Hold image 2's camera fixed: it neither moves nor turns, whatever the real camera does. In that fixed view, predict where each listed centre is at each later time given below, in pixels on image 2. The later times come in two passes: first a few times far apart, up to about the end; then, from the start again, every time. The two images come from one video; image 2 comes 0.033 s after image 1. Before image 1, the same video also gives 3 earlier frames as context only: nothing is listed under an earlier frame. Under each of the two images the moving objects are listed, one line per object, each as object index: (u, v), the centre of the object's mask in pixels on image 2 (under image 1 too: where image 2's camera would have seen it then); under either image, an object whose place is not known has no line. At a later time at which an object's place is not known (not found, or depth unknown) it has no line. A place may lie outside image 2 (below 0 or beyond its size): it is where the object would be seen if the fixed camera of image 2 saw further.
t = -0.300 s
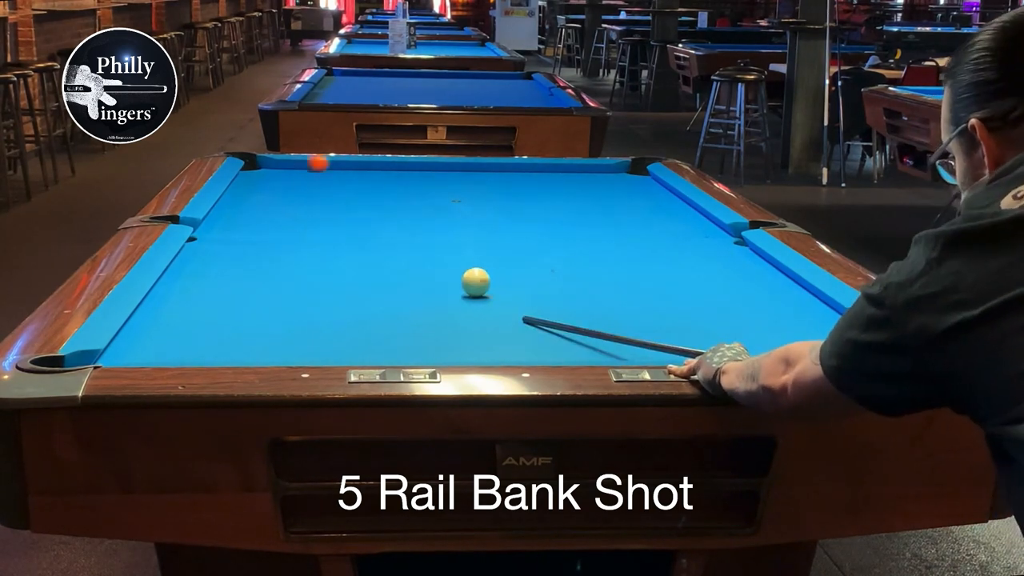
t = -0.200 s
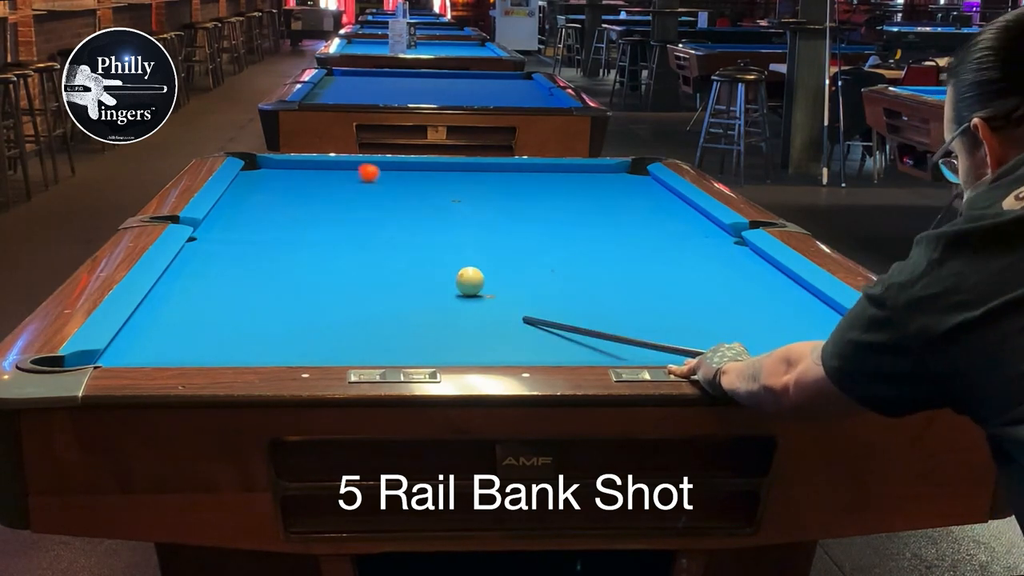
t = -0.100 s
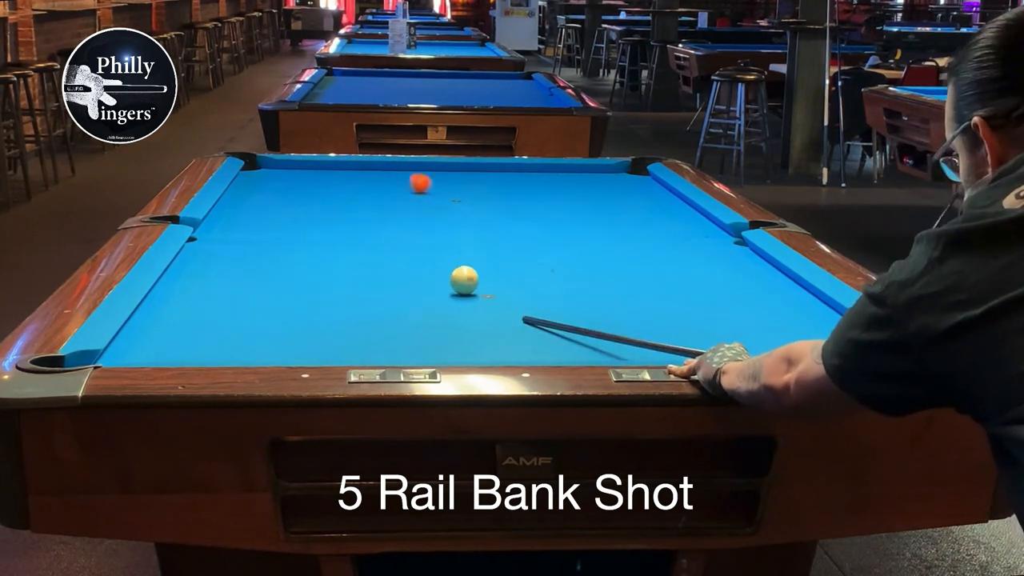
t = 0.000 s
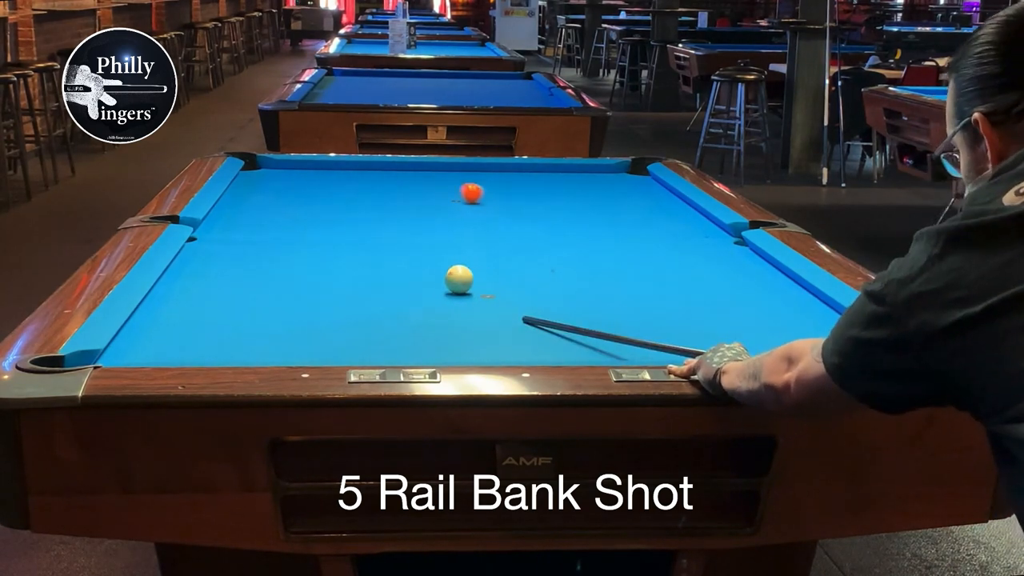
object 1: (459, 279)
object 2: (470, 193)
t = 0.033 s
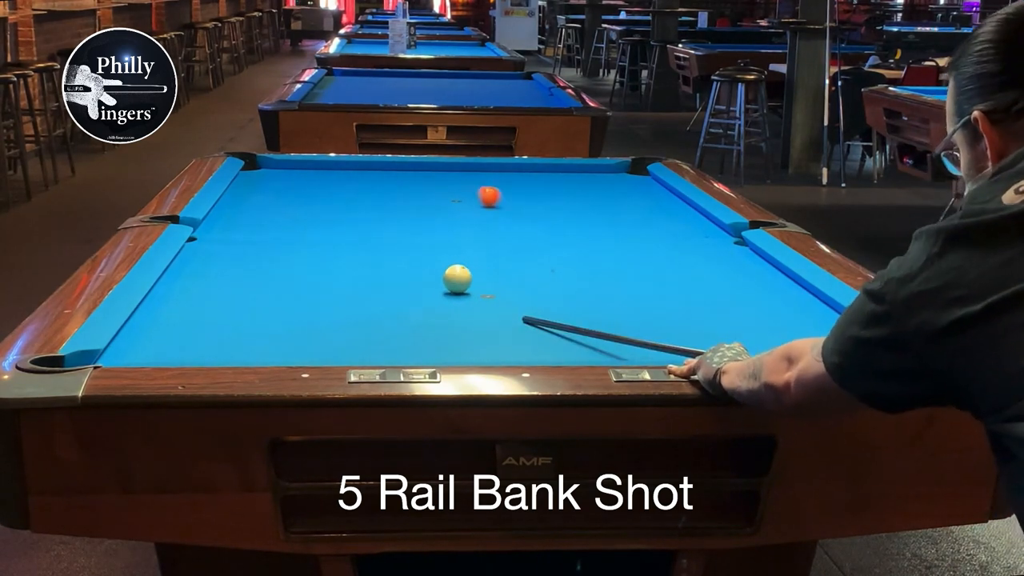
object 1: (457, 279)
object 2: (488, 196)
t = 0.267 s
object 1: (447, 277)
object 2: (625, 223)
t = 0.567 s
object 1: (437, 275)
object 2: (715, 263)
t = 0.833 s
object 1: (431, 274)
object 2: (671, 304)
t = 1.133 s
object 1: (428, 273)
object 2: (598, 353)
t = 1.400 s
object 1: (426, 272)
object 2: (443, 328)
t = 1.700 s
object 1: (426, 272)
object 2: (299, 301)
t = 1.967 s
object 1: (426, 272)
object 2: (189, 281)
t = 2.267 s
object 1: (426, 272)
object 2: (244, 261)
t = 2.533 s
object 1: (426, 272)
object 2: (303, 246)
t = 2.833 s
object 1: (426, 272)
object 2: (361, 232)
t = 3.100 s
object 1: (426, 272)
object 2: (406, 221)
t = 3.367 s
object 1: (426, 272)
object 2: (445, 212)
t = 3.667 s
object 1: (426, 272)
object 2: (484, 202)
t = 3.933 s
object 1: (426, 272)
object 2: (515, 195)
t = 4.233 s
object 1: (426, 272)
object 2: (546, 187)
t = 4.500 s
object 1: (426, 272)
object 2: (571, 182)
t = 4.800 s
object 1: (426, 272)
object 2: (596, 176)
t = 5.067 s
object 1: (426, 272)
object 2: (616, 171)
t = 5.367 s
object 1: (426, 272)
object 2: (636, 166)
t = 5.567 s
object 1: (426, 272)
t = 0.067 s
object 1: (456, 278)
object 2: (506, 200)
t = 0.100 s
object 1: (454, 278)
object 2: (525, 204)
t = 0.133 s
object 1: (453, 278)
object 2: (543, 207)
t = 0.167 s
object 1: (451, 277)
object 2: (563, 211)
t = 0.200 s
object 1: (450, 277)
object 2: (583, 215)
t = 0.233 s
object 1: (448, 277)
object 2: (605, 219)
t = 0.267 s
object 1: (447, 277)
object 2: (625, 223)
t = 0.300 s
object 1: (446, 276)
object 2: (648, 227)
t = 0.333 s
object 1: (445, 276)
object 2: (670, 232)
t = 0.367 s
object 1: (443, 276)
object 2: (693, 236)
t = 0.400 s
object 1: (442, 276)
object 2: (717, 241)
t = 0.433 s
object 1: (441, 276)
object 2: (742, 246)
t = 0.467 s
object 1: (440, 275)
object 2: (736, 250)
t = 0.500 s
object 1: (439, 275)
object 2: (728, 254)
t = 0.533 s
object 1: (438, 275)
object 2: (721, 259)
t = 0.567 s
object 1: (437, 275)
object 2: (715, 263)
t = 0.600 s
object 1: (436, 275)
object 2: (710, 268)
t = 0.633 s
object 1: (436, 274)
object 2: (705, 272)
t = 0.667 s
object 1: (435, 274)
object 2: (700, 277)
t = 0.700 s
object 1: (434, 274)
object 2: (694, 282)
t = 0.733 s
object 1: (433, 274)
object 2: (689, 287)
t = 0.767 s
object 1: (433, 274)
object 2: (683, 293)
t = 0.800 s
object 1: (432, 274)
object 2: (677, 298)
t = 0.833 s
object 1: (431, 274)
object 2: (671, 304)
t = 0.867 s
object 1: (431, 273)
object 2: (664, 310)
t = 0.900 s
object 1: (430, 273)
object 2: (658, 316)
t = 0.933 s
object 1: (430, 273)
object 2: (650, 322)
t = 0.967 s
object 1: (429, 273)
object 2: (643, 329)
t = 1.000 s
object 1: (429, 273)
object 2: (636, 336)
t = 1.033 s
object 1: (429, 273)
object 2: (628, 343)
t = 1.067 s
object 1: (428, 273)
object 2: (620, 347)
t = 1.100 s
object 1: (428, 273)
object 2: (611, 351)
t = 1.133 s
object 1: (428, 273)
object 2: (598, 353)
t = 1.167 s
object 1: (427, 273)
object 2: (575, 350)
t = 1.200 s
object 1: (427, 273)
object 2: (554, 347)
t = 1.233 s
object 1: (427, 272)
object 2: (534, 344)
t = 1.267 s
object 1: (427, 273)
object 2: (515, 342)
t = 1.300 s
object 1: (426, 272)
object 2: (496, 338)
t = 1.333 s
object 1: (426, 272)
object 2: (478, 335)
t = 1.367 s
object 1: (426, 272)
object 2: (460, 331)
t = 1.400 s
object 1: (426, 272)
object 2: (443, 328)
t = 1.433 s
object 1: (426, 272)
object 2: (426, 324)
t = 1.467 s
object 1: (425, 272)
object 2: (409, 322)
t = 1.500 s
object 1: (426, 272)
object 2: (392, 319)
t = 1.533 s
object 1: (426, 272)
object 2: (376, 316)
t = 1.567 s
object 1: (425, 272)
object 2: (360, 312)
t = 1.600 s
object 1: (425, 272)
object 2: (345, 309)
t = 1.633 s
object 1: (426, 272)
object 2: (329, 307)
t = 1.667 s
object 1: (426, 272)
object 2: (314, 304)
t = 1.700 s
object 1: (426, 272)
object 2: (299, 301)
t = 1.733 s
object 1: (426, 272)
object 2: (285, 298)
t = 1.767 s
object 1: (426, 272)
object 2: (270, 296)
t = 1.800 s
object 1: (426, 272)
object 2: (256, 293)
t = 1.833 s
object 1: (426, 272)
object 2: (242, 290)
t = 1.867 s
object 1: (426, 272)
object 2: (229, 288)
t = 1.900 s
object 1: (426, 272)
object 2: (215, 286)
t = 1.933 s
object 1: (426, 272)
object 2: (202, 283)
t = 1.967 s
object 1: (426, 272)
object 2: (189, 281)
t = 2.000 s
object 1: (426, 272)
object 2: (176, 278)
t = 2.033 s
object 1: (426, 272)
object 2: (181, 276)
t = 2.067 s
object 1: (425, 272)
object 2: (192, 273)
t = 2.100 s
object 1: (426, 272)
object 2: (201, 271)
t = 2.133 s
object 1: (426, 272)
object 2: (210, 269)
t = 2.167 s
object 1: (426, 272)
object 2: (219, 267)
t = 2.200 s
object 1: (426, 272)
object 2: (227, 265)
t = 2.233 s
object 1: (426, 272)
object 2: (236, 263)
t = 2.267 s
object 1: (426, 272)
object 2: (244, 261)
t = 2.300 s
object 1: (426, 272)
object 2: (252, 259)
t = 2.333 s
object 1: (426, 272)
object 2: (260, 257)
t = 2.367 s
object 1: (426, 272)
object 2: (267, 255)
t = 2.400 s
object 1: (426, 272)
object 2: (275, 253)
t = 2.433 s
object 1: (426, 272)
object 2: (282, 252)
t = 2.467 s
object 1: (426, 272)
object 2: (289, 250)
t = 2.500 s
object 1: (426, 272)
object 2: (296, 248)
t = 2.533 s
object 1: (426, 272)
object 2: (303, 246)
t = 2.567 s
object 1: (426, 272)
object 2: (310, 245)
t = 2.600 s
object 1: (426, 272)
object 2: (317, 243)
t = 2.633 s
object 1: (426, 272)
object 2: (324, 241)
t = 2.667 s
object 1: (426, 272)
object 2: (330, 240)
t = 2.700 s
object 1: (426, 272)
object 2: (337, 238)
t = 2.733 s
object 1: (426, 272)
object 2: (343, 237)
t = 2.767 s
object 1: (426, 272)
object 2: (349, 235)
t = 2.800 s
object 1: (426, 272)
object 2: (355, 234)
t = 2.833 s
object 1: (426, 272)
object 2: (361, 232)
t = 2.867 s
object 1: (426, 272)
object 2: (367, 231)
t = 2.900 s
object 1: (426, 272)
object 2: (373, 229)
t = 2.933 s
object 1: (426, 272)
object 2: (378, 228)
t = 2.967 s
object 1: (426, 272)
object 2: (384, 226)
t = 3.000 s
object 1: (426, 272)
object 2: (390, 225)
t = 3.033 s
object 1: (426, 272)
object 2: (395, 224)
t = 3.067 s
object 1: (426, 272)
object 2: (401, 222)
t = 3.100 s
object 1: (426, 272)
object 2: (406, 221)
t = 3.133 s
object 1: (426, 272)
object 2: (411, 220)
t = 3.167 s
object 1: (426, 272)
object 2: (416, 219)
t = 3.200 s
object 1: (426, 272)
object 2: (421, 217)
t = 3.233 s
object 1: (426, 272)
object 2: (426, 216)
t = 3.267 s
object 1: (426, 272)
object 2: (431, 215)
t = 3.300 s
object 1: (426, 272)
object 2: (436, 214)
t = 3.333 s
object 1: (426, 272)
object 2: (440, 213)
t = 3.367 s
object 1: (426, 272)
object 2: (445, 212)
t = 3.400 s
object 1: (426, 272)
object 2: (450, 210)
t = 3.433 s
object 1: (426, 272)
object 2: (454, 209)
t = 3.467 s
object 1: (426, 272)
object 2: (459, 208)
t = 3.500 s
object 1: (426, 272)
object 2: (463, 207)
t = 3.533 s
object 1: (426, 272)
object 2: (468, 206)
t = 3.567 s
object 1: (426, 272)
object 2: (472, 205)
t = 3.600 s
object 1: (426, 272)
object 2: (476, 204)
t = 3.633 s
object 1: (426, 272)
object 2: (480, 203)
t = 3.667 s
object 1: (426, 272)
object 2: (484, 202)
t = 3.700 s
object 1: (426, 272)
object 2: (489, 201)
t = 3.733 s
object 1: (426, 272)
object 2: (492, 200)
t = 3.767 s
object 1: (426, 272)
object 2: (497, 199)
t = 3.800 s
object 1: (426, 272)
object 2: (500, 198)
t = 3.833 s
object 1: (426, 272)
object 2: (504, 197)
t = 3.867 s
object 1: (426, 272)
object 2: (508, 197)
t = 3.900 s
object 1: (426, 272)
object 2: (512, 196)
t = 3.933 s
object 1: (426, 272)
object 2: (515, 195)
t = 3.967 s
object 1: (426, 272)
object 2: (519, 194)
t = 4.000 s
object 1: (426, 272)
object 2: (522, 193)
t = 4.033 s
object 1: (426, 272)
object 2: (526, 192)
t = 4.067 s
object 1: (426, 272)
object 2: (530, 191)
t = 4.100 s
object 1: (426, 272)
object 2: (533, 190)
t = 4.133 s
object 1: (426, 272)
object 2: (536, 190)
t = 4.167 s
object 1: (426, 272)
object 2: (540, 189)
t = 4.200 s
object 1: (426, 272)
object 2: (543, 188)
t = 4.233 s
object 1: (426, 272)
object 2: (546, 187)
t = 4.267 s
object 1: (426, 272)
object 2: (549, 187)
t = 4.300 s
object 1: (426, 272)
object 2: (553, 186)
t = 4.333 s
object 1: (426, 272)
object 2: (556, 185)
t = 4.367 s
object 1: (426, 272)
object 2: (559, 184)
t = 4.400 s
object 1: (426, 272)
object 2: (562, 184)
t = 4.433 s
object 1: (426, 272)
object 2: (565, 183)
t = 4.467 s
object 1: (426, 272)
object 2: (568, 182)
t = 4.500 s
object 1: (426, 272)
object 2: (571, 182)
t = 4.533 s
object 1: (426, 272)
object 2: (574, 181)
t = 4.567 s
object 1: (426, 272)
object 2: (577, 180)
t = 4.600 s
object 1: (426, 272)
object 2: (579, 179)
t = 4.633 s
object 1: (426, 272)
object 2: (582, 179)
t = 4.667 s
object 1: (426, 272)
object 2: (585, 178)
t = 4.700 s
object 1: (426, 272)
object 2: (588, 178)
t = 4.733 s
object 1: (426, 272)
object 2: (591, 177)
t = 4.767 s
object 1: (426, 272)
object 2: (593, 176)
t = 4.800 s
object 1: (426, 272)
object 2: (596, 176)
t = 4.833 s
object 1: (426, 272)
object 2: (599, 175)
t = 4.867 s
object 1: (426, 272)
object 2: (601, 175)
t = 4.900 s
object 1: (426, 272)
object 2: (604, 174)
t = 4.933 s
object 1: (426, 272)
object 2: (606, 173)
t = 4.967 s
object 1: (426, 272)
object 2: (608, 173)
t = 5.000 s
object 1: (426, 272)
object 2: (611, 172)
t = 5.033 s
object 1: (426, 272)
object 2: (613, 171)
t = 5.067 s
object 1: (426, 272)
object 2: (616, 171)
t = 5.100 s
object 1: (426, 272)
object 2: (618, 170)
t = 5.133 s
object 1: (426, 272)
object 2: (620, 170)
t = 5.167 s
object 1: (426, 272)
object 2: (623, 169)
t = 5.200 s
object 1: (426, 272)
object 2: (625, 169)
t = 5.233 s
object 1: (426, 272)
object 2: (627, 168)
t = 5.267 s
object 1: (426, 272)
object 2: (630, 168)
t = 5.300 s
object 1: (426, 272)
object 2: (632, 167)
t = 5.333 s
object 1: (426, 272)
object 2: (634, 167)
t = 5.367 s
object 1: (426, 272)
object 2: (636, 166)
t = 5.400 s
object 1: (426, 272)
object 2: (638, 166)
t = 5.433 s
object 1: (426, 272)
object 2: (640, 168)
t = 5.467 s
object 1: (426, 272)
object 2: (642, 172)
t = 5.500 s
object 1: (426, 272)
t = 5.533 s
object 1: (426, 272)
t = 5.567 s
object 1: (426, 272)
